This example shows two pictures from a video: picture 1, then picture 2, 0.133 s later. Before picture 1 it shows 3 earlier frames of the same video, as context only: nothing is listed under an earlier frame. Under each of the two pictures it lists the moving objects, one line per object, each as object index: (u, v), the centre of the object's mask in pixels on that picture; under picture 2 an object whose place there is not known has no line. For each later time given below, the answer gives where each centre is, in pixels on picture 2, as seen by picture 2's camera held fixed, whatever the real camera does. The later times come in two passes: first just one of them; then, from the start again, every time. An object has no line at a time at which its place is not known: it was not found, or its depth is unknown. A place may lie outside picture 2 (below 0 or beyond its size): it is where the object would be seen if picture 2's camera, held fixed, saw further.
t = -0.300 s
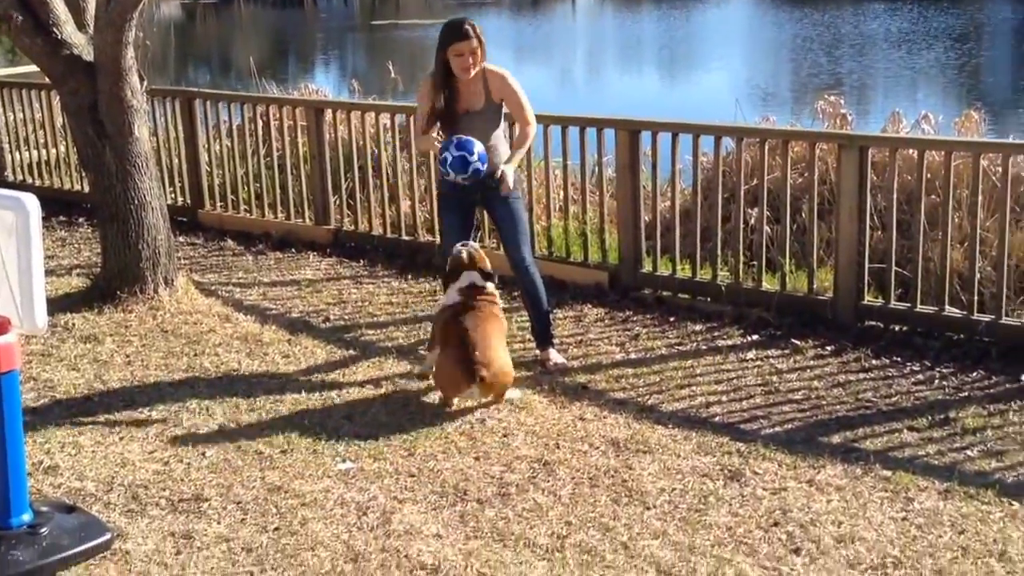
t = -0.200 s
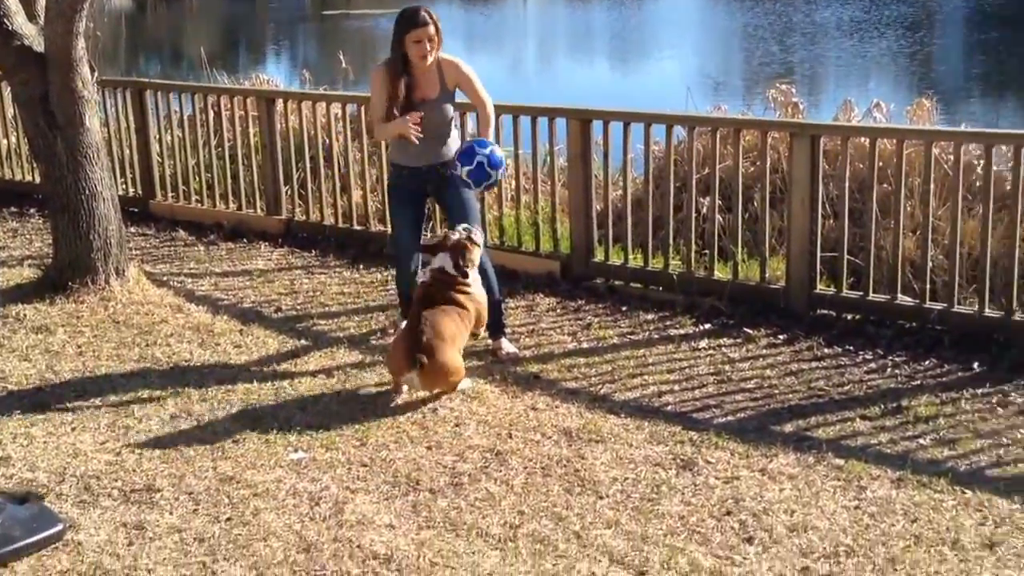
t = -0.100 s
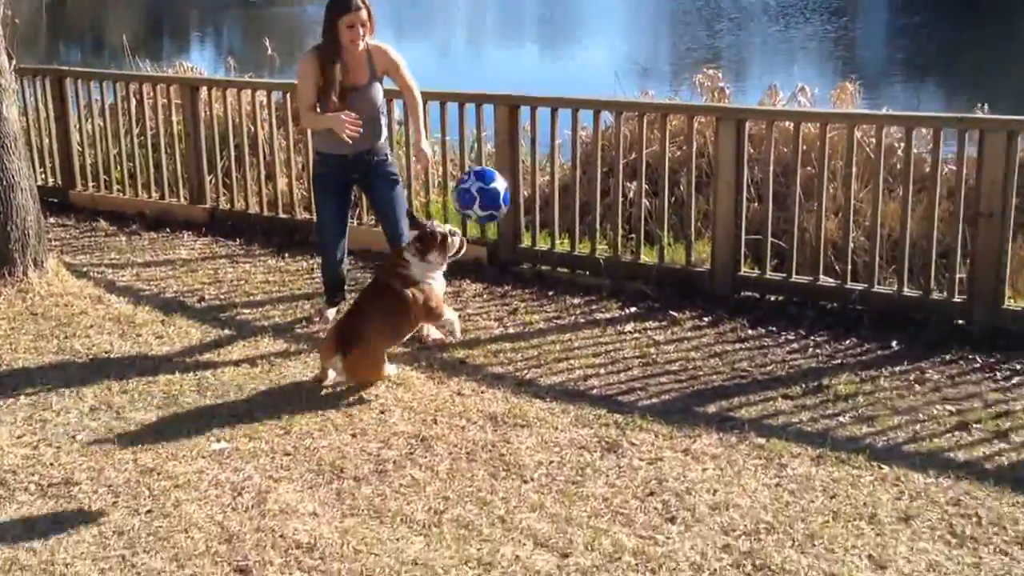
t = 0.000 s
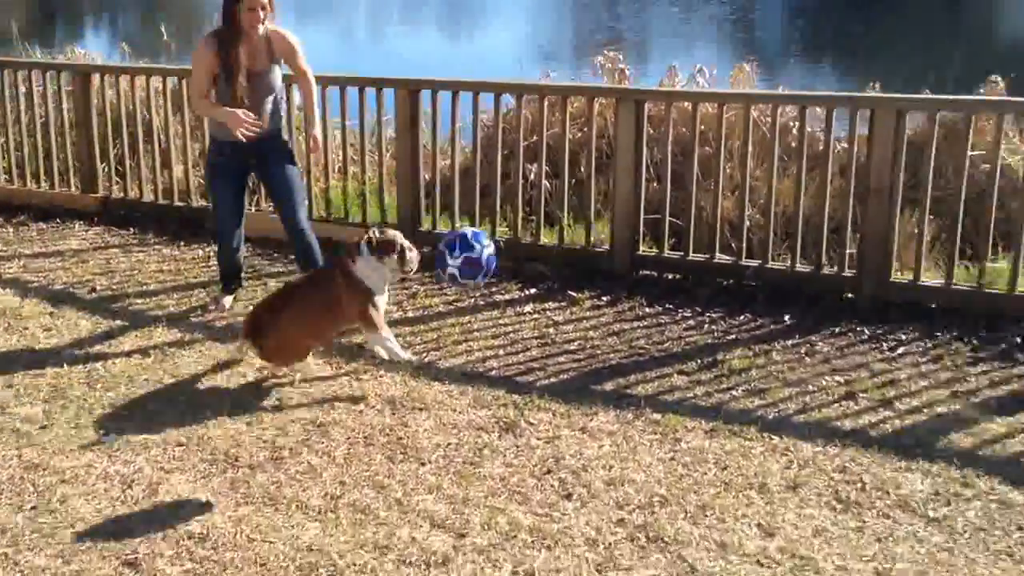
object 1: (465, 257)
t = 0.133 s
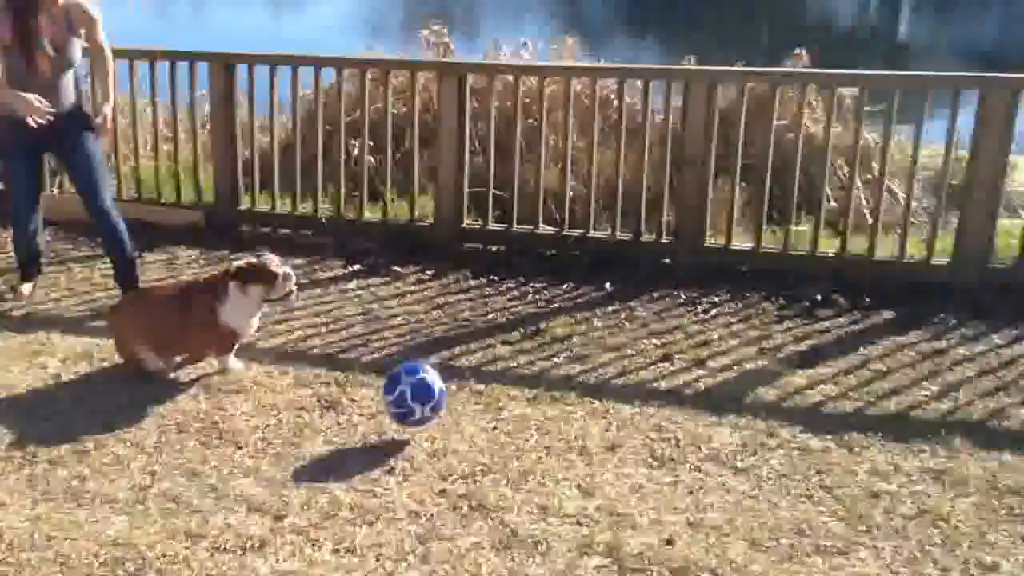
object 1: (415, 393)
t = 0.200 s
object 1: (467, 392)
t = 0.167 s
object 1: (441, 409)
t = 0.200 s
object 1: (467, 392)
